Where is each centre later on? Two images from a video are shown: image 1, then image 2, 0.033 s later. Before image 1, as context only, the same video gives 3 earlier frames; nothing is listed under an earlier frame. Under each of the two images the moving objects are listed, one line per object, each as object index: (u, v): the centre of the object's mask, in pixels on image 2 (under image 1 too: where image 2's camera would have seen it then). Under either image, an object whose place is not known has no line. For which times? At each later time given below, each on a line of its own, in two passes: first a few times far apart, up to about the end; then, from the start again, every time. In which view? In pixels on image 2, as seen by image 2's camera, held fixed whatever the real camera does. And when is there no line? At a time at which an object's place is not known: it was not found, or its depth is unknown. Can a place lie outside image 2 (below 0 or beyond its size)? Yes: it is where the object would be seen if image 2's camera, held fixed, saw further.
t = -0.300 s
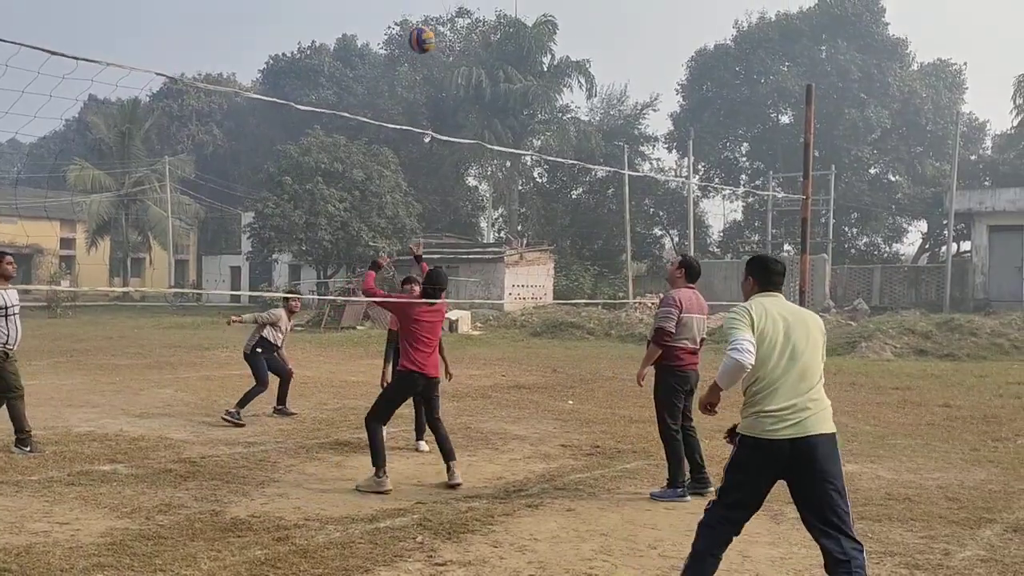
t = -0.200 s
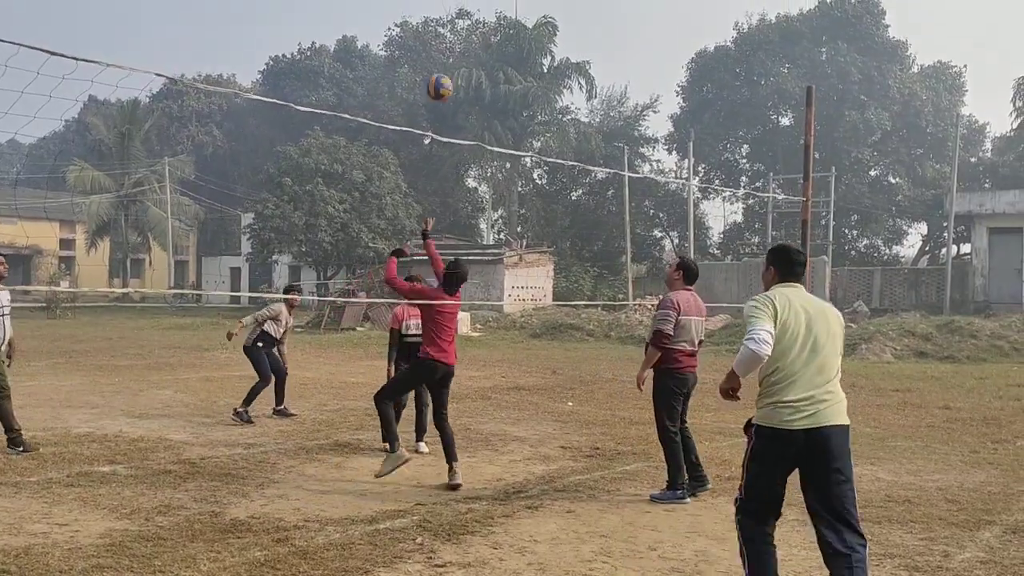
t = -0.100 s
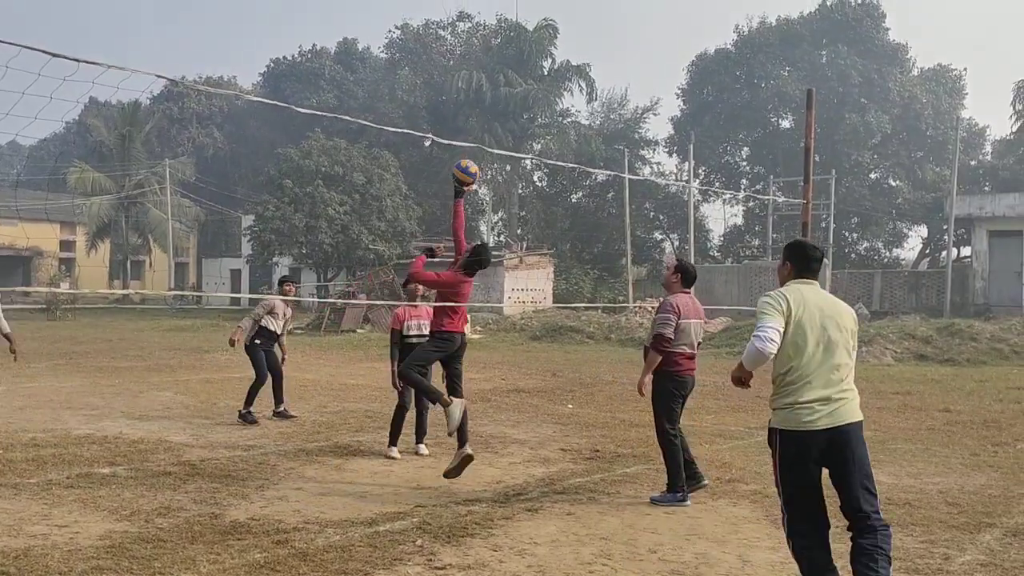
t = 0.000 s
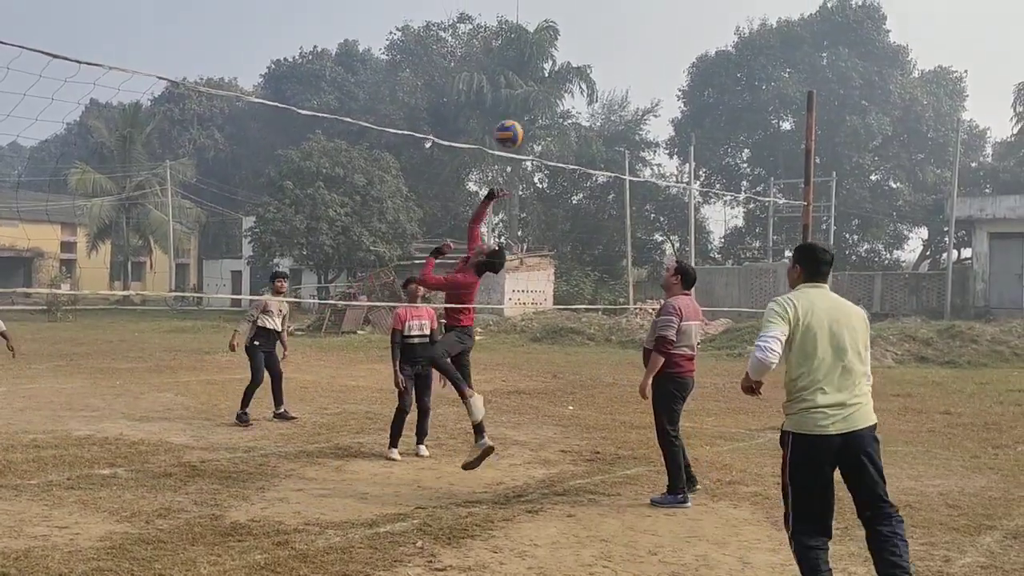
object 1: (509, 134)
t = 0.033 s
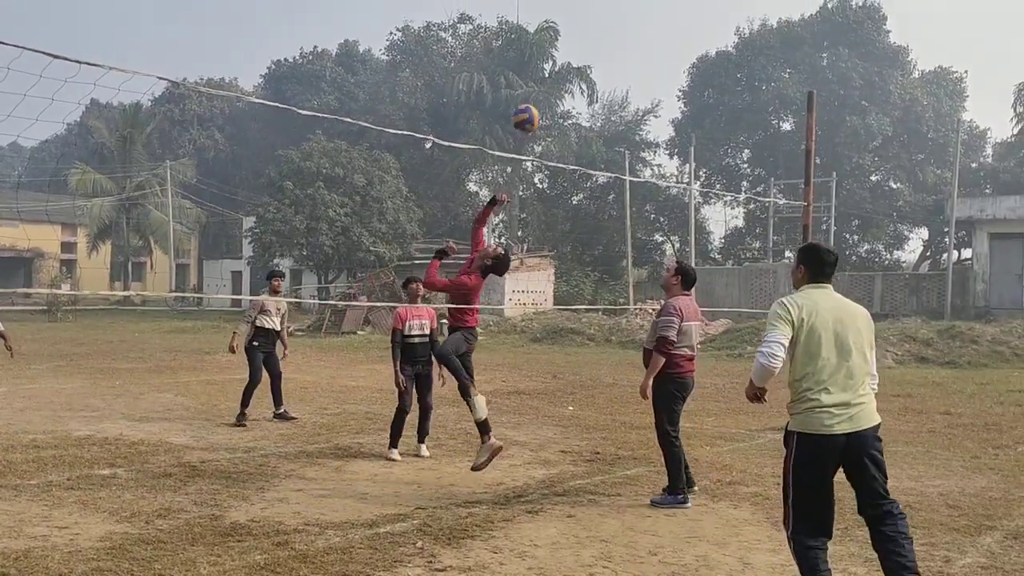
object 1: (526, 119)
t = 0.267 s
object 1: (656, 40)
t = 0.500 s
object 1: (820, 28)
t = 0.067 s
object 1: (543, 103)
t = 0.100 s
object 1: (561, 91)
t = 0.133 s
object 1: (579, 78)
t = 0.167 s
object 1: (597, 66)
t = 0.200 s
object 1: (616, 56)
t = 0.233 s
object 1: (636, 48)
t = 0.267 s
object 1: (656, 40)
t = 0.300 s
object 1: (677, 34)
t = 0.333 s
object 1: (699, 29)
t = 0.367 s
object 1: (722, 26)
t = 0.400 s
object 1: (745, 24)
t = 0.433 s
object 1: (769, 24)
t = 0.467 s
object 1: (794, 25)
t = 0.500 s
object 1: (820, 28)
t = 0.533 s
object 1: (847, 32)
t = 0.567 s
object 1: (875, 40)
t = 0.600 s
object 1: (904, 49)
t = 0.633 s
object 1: (934, 61)
